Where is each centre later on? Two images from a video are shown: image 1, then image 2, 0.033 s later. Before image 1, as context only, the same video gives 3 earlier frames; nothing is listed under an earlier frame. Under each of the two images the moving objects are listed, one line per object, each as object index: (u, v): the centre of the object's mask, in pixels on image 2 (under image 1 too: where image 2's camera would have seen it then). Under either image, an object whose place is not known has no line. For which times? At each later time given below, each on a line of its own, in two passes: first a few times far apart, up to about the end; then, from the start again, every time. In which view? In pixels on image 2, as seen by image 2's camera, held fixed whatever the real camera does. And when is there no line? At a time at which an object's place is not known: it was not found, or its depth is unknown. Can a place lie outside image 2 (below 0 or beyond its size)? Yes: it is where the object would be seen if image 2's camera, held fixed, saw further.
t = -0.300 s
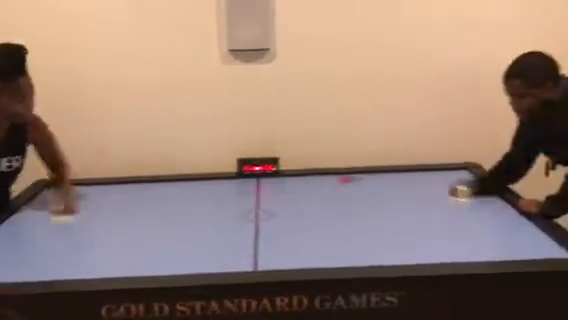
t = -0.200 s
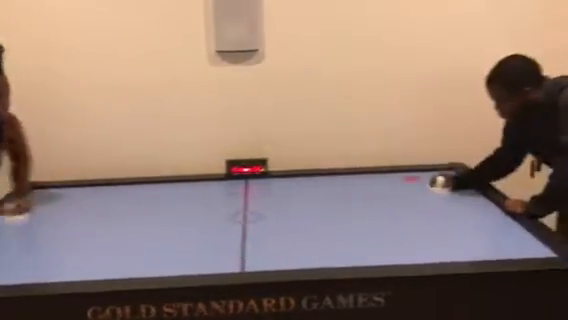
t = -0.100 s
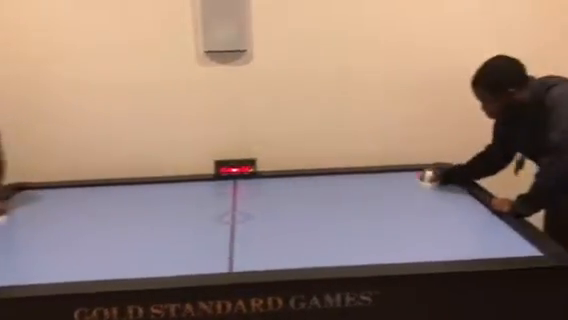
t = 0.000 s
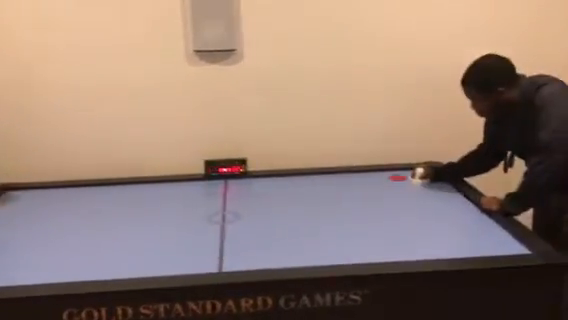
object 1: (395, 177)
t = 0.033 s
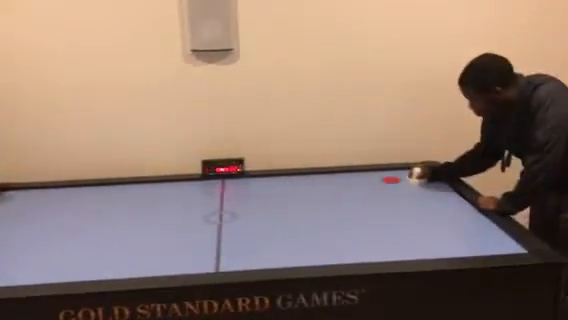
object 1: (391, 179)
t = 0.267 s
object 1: (357, 202)
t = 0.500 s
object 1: (316, 230)
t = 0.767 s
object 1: (251, 263)
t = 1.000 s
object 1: (181, 240)
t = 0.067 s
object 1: (385, 182)
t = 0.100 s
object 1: (382, 185)
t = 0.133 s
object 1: (377, 188)
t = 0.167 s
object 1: (372, 192)
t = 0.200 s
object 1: (366, 195)
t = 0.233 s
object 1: (362, 198)
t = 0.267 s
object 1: (357, 202)
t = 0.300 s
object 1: (352, 206)
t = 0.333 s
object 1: (346, 209)
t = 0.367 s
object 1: (341, 213)
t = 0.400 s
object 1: (335, 217)
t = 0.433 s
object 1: (329, 221)
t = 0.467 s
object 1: (323, 226)
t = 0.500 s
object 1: (316, 230)
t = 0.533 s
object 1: (309, 235)
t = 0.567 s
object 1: (303, 240)
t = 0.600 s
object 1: (295, 245)
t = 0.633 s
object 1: (288, 250)
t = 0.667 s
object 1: (280, 256)
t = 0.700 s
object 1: (272, 262)
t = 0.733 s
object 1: (263, 264)
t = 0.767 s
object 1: (251, 263)
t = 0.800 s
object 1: (240, 258)
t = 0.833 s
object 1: (231, 256)
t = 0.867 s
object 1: (220, 252)
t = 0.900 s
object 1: (209, 249)
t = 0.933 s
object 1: (199, 246)
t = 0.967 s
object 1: (190, 243)
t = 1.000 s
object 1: (181, 240)
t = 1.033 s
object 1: (172, 238)
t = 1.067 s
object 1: (163, 235)
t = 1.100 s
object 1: (155, 232)
